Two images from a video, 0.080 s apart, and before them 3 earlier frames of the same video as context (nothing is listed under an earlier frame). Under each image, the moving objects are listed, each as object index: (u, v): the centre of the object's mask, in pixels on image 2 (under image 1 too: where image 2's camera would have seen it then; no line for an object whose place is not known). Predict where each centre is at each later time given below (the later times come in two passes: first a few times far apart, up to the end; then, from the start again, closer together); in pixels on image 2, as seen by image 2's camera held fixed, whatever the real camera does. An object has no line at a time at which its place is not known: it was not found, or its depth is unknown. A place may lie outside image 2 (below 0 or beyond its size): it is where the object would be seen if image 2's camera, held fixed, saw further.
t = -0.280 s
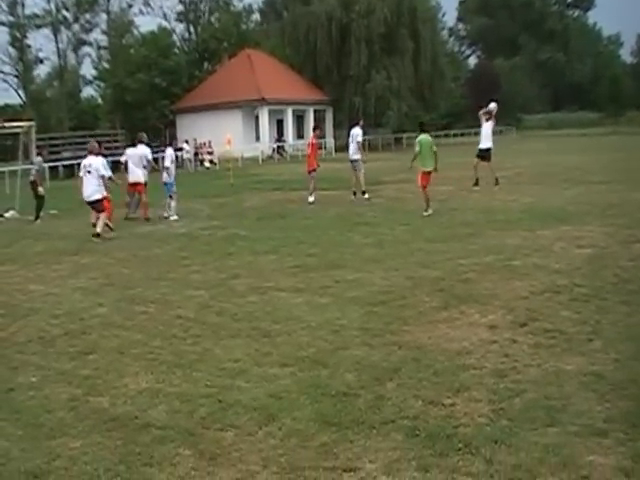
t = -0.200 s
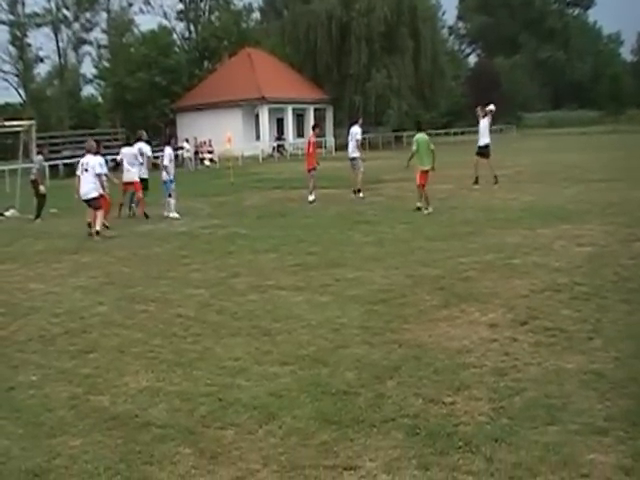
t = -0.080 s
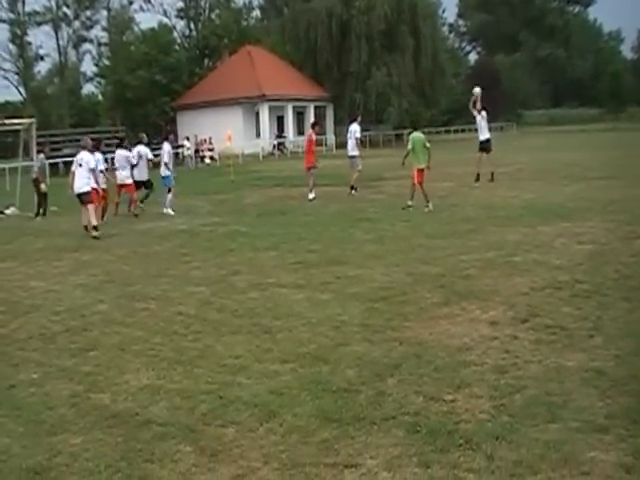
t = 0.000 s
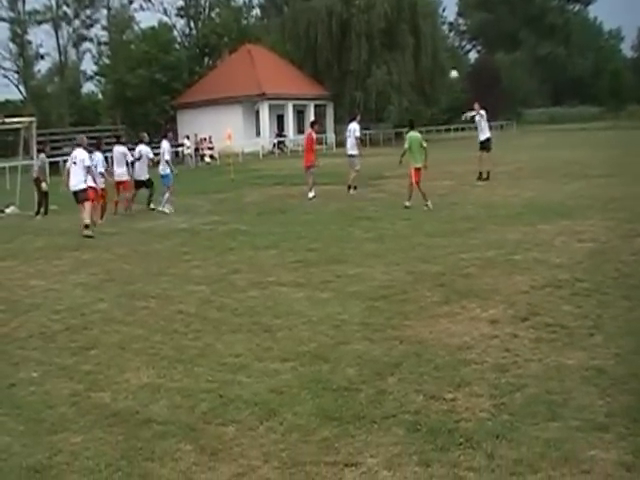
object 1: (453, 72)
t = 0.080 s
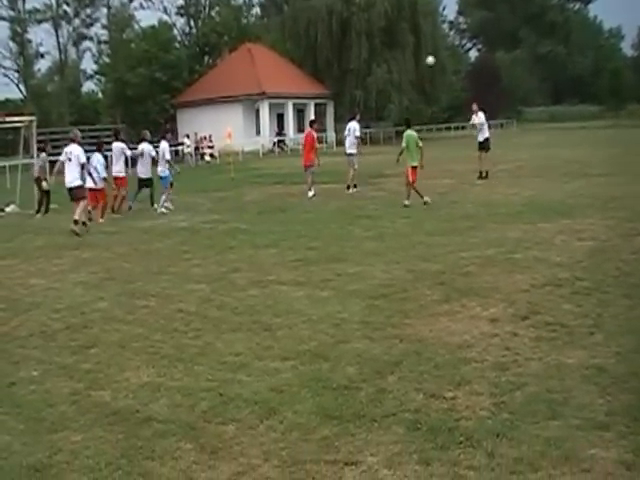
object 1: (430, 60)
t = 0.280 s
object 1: (367, 40)
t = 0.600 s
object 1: (266, 47)
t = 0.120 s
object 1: (418, 55)
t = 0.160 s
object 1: (405, 50)
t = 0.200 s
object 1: (393, 47)
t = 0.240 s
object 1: (380, 43)
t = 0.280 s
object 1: (367, 40)
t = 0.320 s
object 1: (355, 39)
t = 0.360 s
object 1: (343, 38)
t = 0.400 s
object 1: (330, 38)
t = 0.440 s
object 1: (316, 38)
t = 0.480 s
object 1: (304, 39)
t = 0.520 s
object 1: (291, 41)
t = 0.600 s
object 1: (266, 47)
